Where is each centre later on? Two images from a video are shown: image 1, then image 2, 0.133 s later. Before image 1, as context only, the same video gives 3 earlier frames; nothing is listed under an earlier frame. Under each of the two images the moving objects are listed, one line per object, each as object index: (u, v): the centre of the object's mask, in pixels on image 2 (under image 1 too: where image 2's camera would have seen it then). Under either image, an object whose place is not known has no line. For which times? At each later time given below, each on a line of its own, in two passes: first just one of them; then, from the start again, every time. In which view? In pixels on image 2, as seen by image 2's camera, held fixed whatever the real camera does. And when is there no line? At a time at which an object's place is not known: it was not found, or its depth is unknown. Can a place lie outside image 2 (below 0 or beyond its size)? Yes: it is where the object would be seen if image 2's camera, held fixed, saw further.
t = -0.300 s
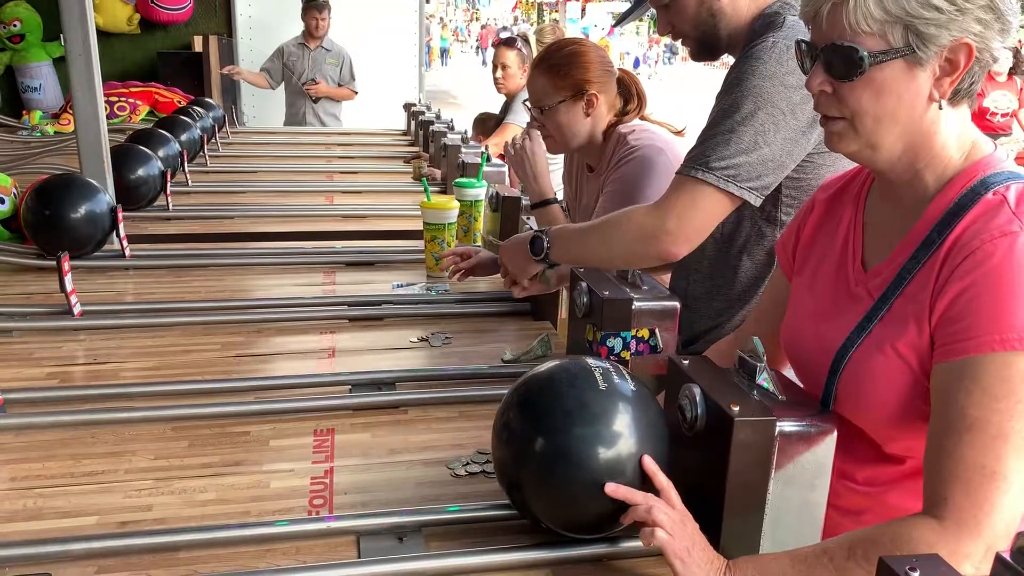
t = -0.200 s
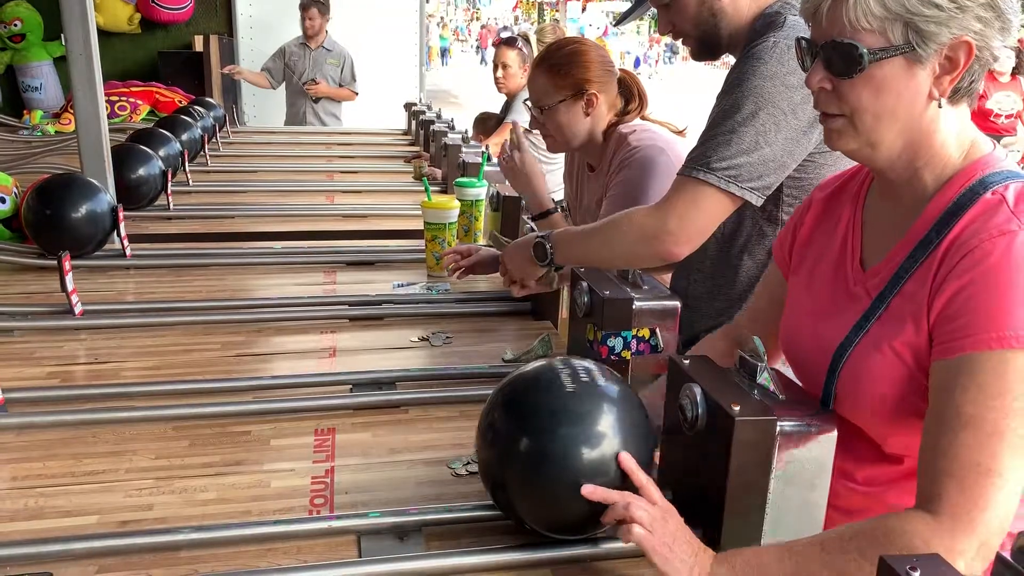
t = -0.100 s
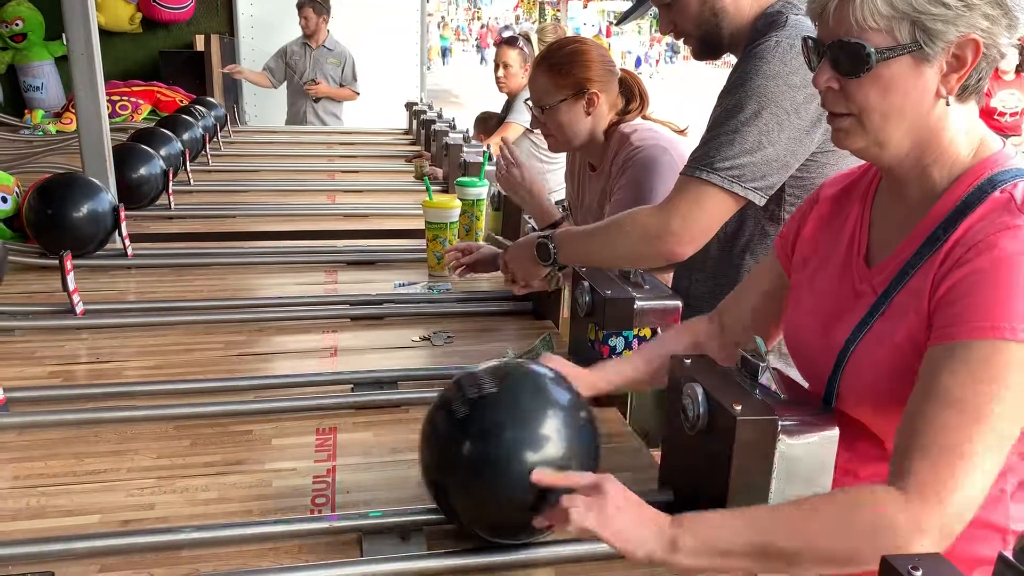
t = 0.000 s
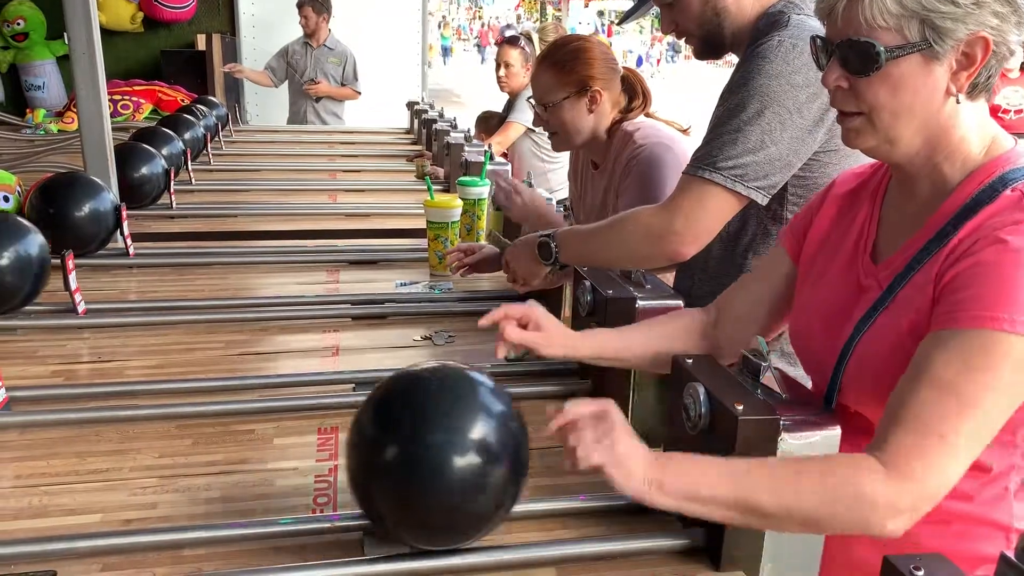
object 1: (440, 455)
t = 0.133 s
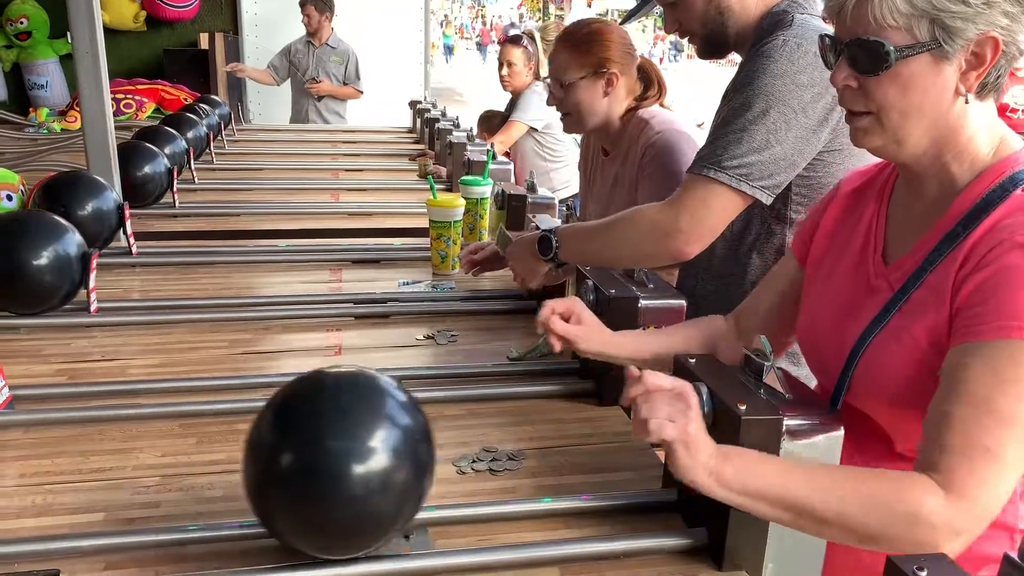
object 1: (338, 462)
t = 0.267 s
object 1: (231, 470)
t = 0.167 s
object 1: (312, 464)
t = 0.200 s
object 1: (286, 466)
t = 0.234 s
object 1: (259, 468)
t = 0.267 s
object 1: (231, 470)
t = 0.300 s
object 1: (204, 472)
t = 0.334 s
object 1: (176, 474)
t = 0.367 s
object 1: (148, 476)
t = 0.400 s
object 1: (121, 479)
